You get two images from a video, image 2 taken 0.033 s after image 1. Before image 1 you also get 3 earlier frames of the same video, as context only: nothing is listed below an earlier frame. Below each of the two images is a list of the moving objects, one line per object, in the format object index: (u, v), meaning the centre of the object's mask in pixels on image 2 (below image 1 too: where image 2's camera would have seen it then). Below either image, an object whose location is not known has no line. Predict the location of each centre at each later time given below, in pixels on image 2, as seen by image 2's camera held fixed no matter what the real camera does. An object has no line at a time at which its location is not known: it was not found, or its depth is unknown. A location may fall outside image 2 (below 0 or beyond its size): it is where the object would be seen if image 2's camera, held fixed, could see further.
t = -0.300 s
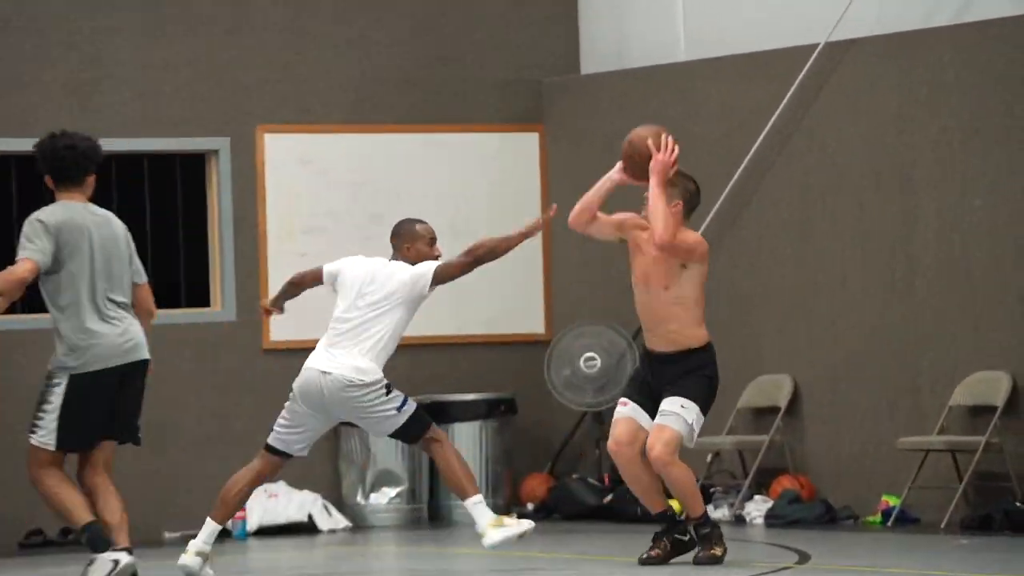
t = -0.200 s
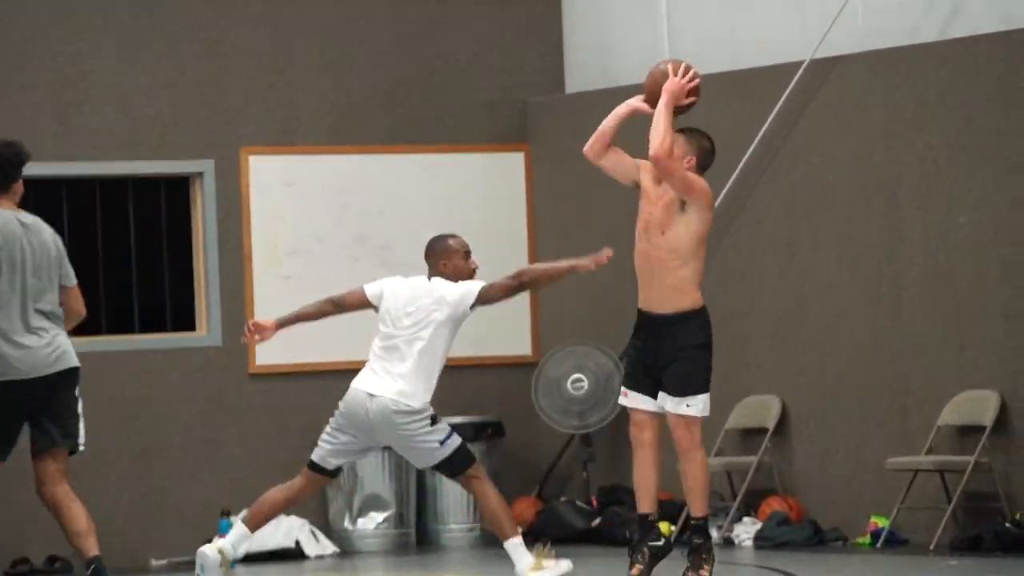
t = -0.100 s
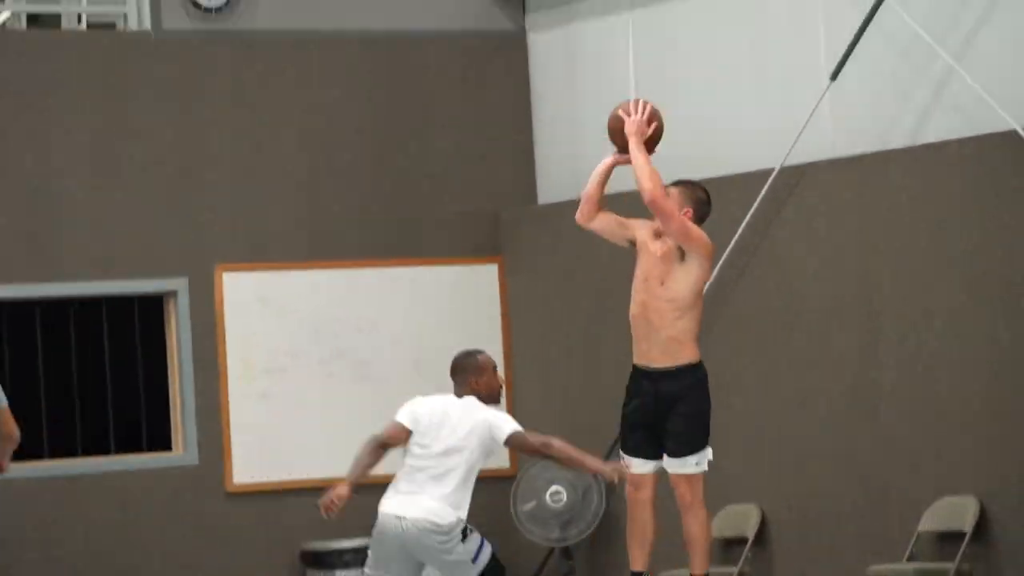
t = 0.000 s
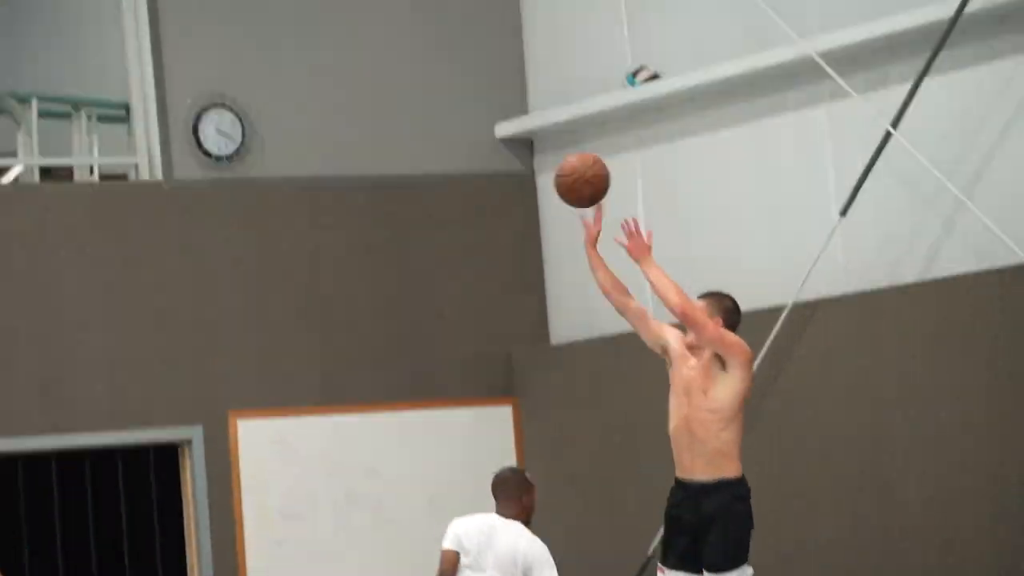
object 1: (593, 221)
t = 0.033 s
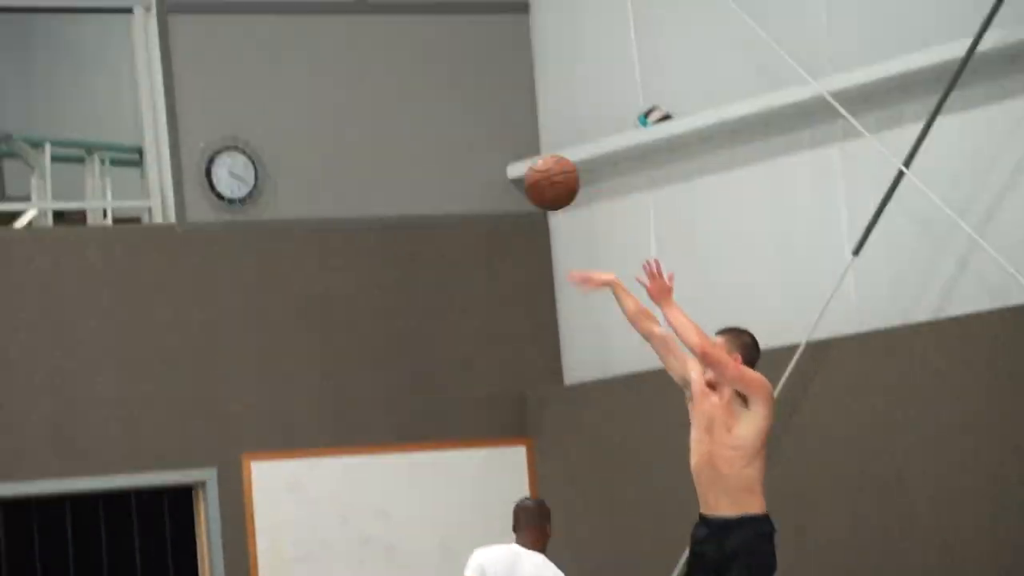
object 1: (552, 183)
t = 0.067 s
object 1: (509, 147)
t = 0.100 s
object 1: (457, 107)
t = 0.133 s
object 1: (415, 78)
